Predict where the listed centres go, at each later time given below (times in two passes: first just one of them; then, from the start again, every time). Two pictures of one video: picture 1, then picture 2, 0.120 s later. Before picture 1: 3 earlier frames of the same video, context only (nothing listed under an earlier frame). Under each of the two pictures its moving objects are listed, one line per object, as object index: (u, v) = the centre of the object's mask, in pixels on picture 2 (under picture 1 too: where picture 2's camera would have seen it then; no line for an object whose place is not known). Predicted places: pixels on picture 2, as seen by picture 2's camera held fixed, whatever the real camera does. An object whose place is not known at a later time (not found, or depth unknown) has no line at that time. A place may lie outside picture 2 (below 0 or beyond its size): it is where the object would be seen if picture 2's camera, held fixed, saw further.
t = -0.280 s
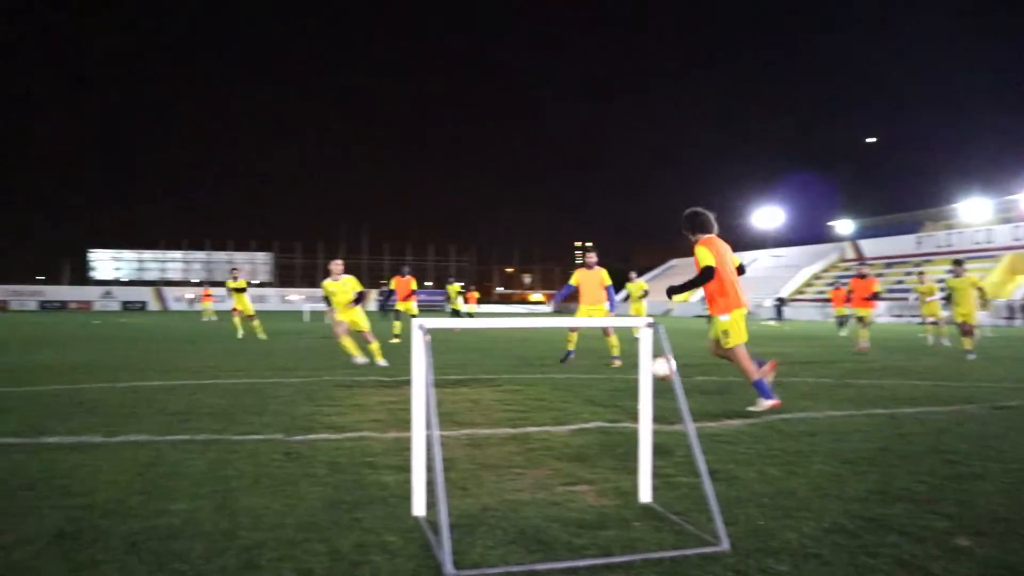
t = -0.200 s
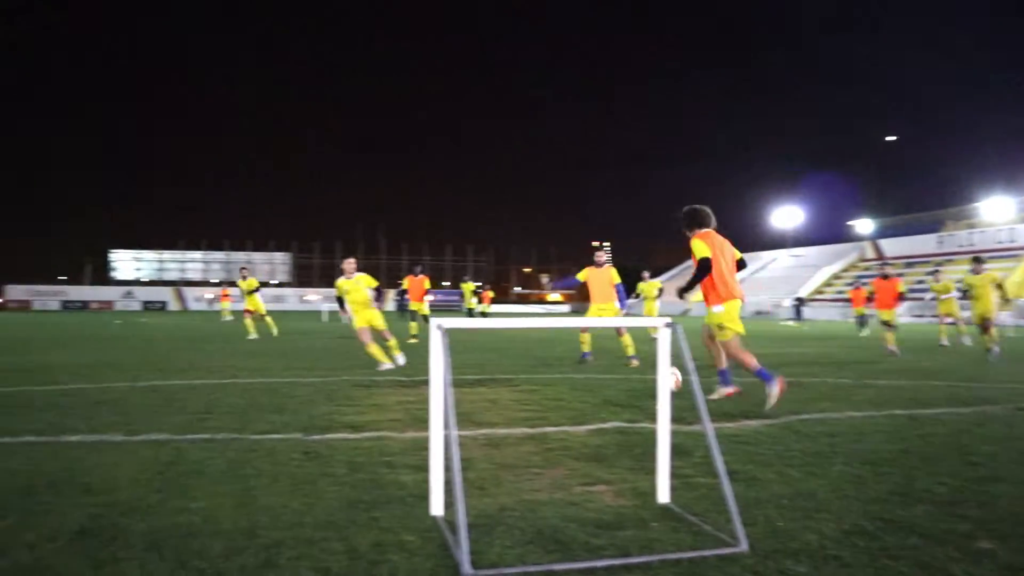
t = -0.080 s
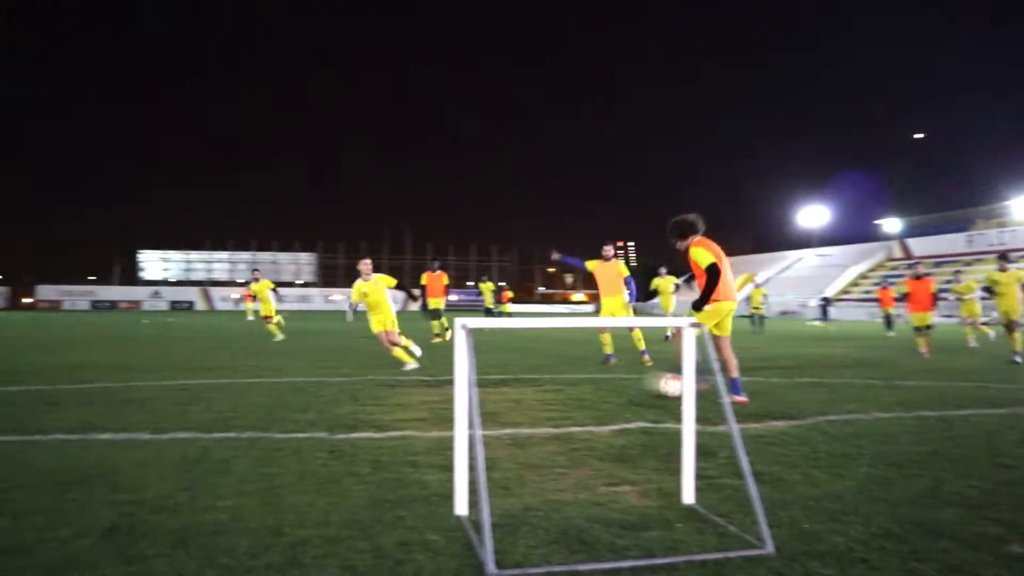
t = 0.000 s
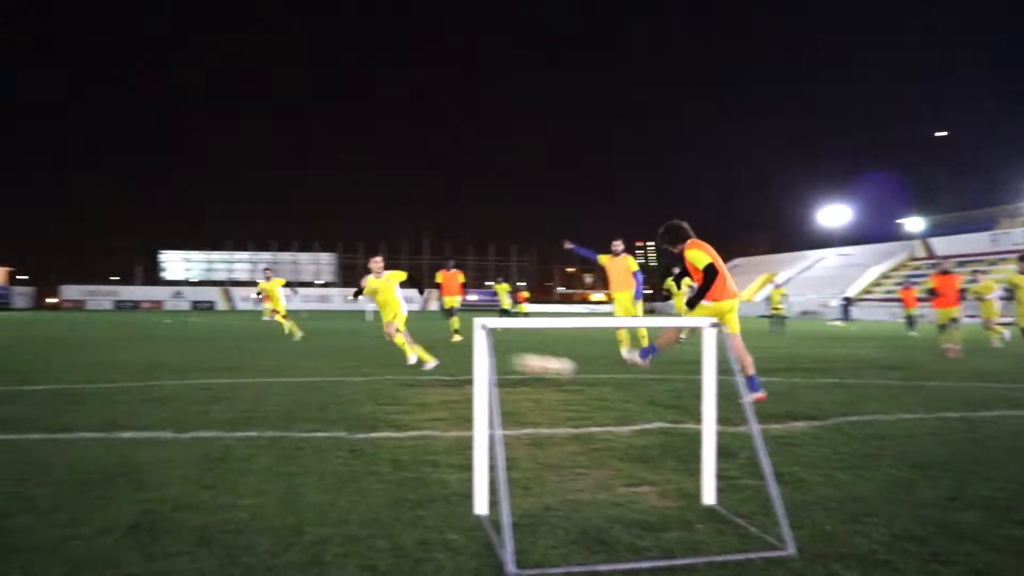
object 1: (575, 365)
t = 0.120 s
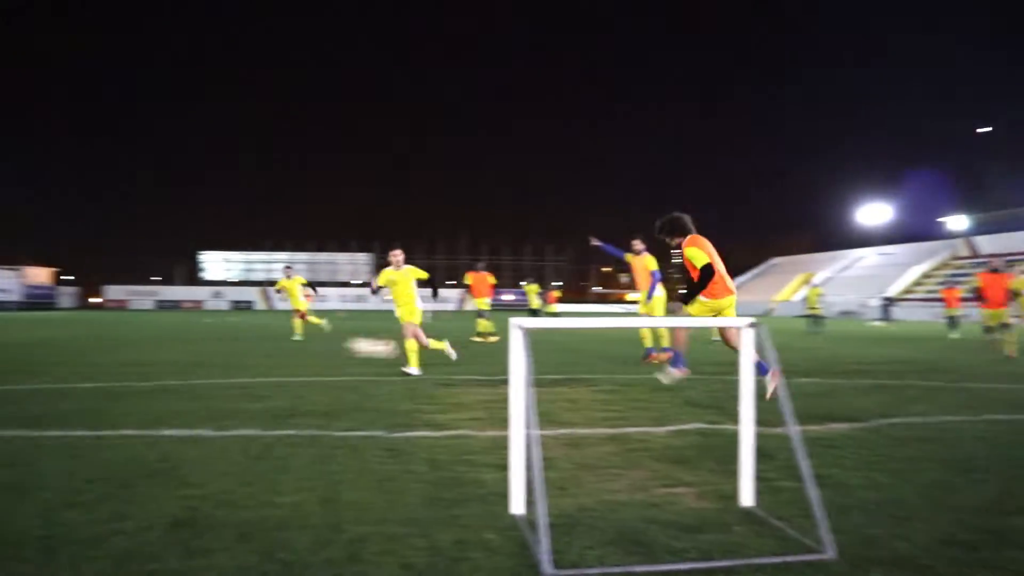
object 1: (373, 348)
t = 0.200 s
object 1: (256, 345)
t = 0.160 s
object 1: (313, 346)
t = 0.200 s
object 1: (256, 345)
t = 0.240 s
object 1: (203, 345)
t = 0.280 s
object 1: (152, 347)
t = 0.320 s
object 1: (105, 350)
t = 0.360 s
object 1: (58, 354)
